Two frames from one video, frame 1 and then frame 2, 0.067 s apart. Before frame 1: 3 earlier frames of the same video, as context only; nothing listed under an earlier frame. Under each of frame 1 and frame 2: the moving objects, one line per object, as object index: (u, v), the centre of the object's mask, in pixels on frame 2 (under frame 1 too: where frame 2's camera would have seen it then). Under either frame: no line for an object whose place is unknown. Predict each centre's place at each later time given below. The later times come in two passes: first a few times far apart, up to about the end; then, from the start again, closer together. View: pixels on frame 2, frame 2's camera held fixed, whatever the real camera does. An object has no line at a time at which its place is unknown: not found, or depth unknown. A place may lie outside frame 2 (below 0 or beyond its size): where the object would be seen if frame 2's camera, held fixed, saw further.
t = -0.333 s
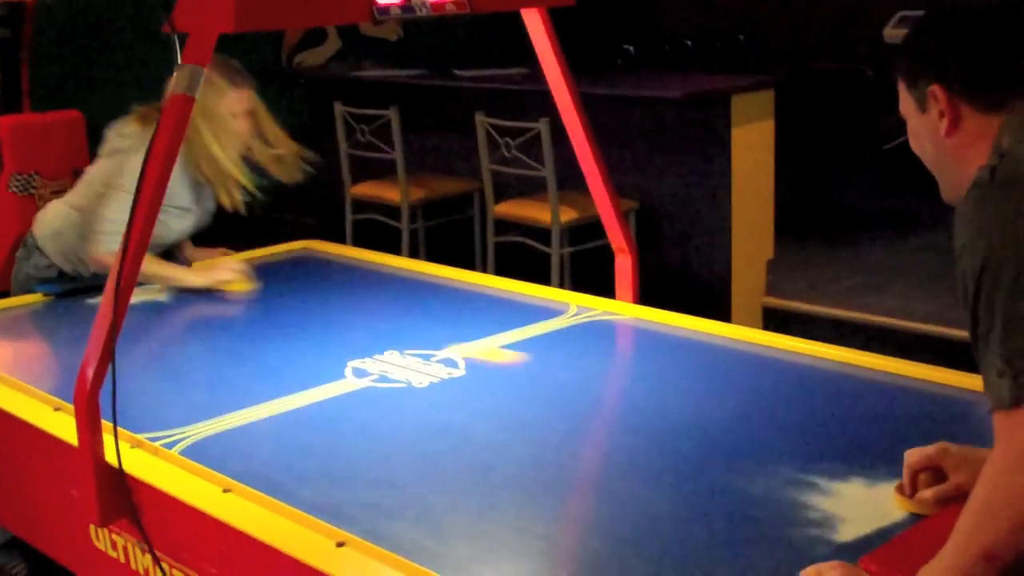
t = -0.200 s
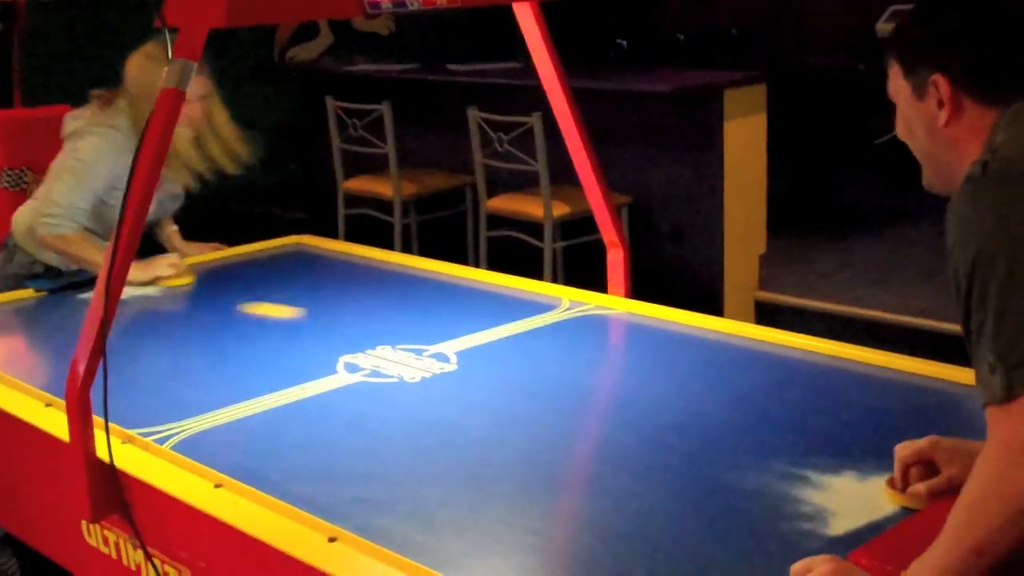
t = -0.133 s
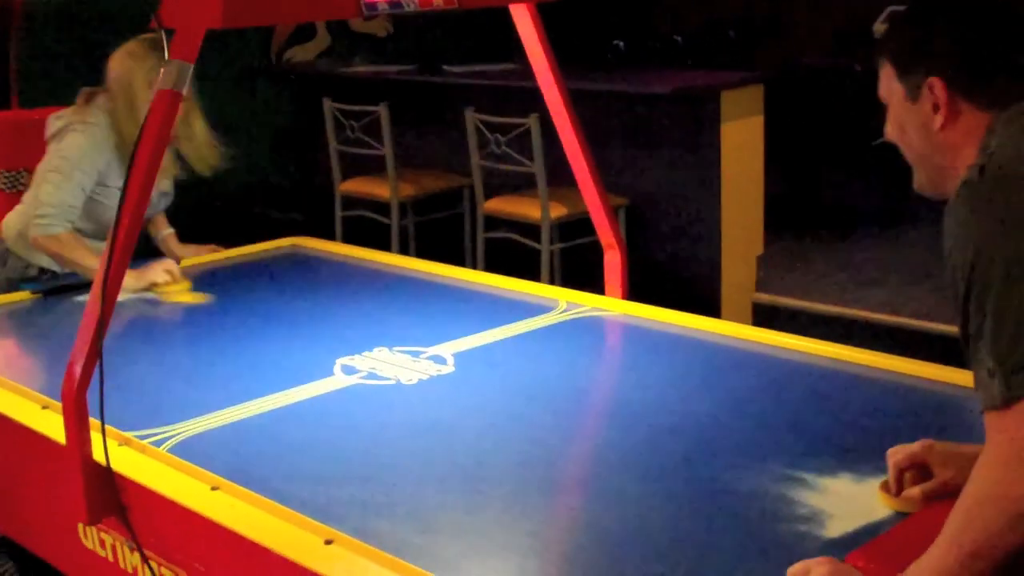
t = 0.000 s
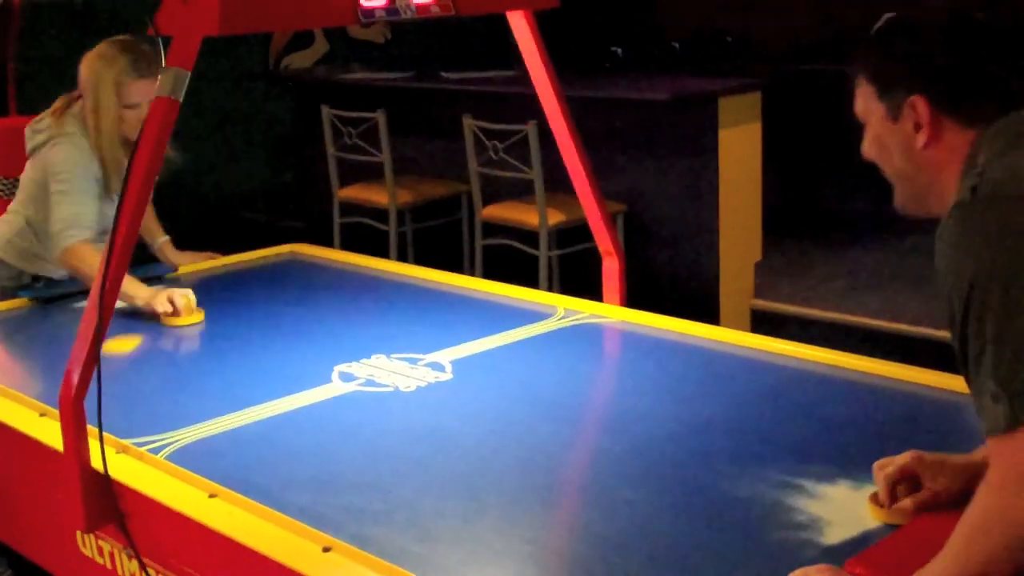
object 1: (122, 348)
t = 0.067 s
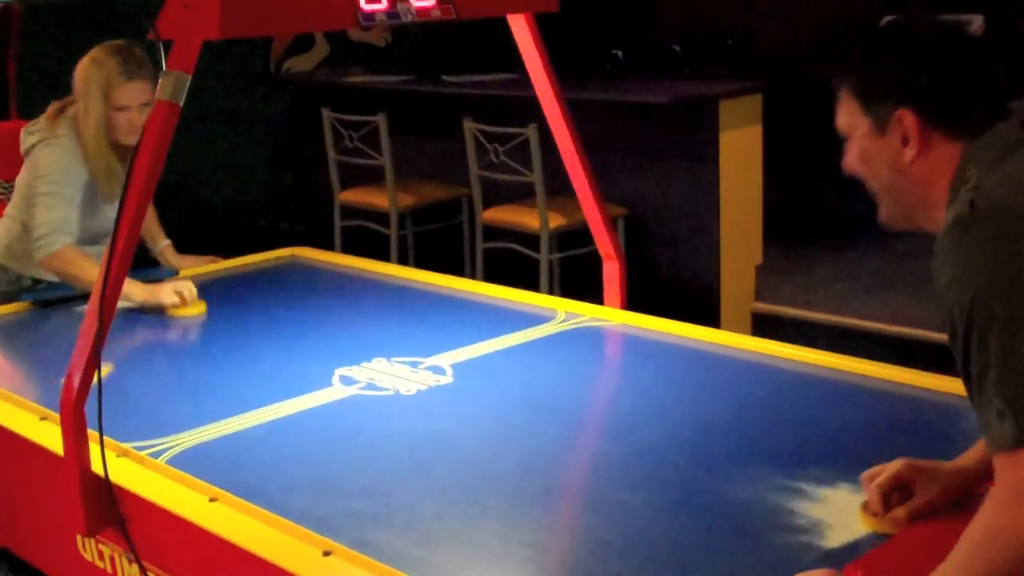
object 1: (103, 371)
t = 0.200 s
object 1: (129, 399)
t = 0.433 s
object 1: (387, 388)
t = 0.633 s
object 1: (609, 381)
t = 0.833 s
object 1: (826, 376)
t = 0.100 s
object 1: (54, 391)
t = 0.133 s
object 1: (48, 400)
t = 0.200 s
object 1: (129, 399)
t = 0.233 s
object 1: (165, 398)
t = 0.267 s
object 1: (201, 396)
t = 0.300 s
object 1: (238, 395)
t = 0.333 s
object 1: (275, 393)
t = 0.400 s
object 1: (353, 390)
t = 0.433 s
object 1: (387, 388)
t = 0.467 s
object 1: (428, 386)
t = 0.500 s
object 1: (462, 386)
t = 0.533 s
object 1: (498, 385)
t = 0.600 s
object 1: (572, 382)
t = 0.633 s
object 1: (609, 381)
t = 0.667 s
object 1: (647, 380)
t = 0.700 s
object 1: (682, 380)
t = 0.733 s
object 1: (718, 379)
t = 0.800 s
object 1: (792, 376)
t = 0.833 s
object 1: (826, 376)
